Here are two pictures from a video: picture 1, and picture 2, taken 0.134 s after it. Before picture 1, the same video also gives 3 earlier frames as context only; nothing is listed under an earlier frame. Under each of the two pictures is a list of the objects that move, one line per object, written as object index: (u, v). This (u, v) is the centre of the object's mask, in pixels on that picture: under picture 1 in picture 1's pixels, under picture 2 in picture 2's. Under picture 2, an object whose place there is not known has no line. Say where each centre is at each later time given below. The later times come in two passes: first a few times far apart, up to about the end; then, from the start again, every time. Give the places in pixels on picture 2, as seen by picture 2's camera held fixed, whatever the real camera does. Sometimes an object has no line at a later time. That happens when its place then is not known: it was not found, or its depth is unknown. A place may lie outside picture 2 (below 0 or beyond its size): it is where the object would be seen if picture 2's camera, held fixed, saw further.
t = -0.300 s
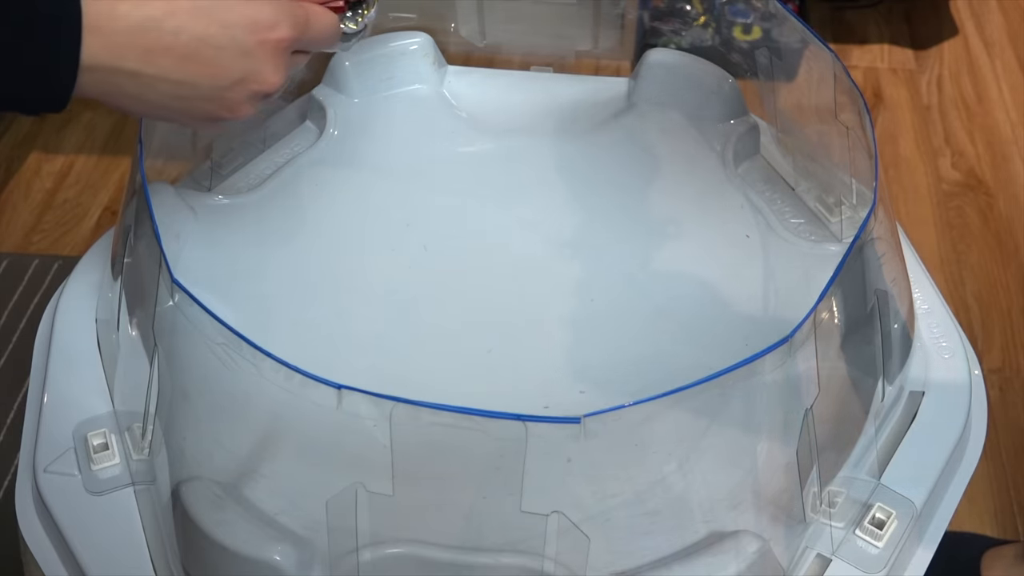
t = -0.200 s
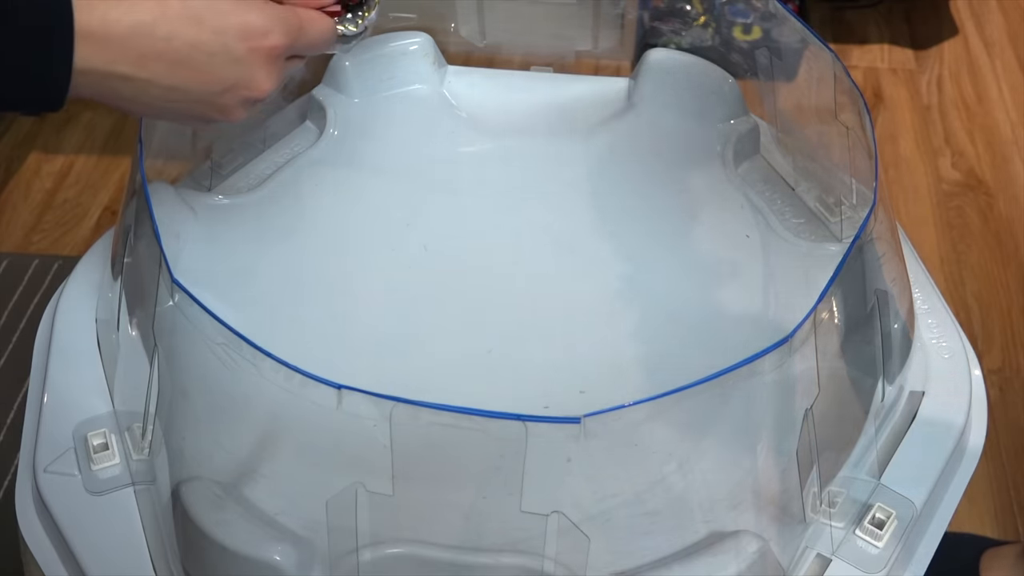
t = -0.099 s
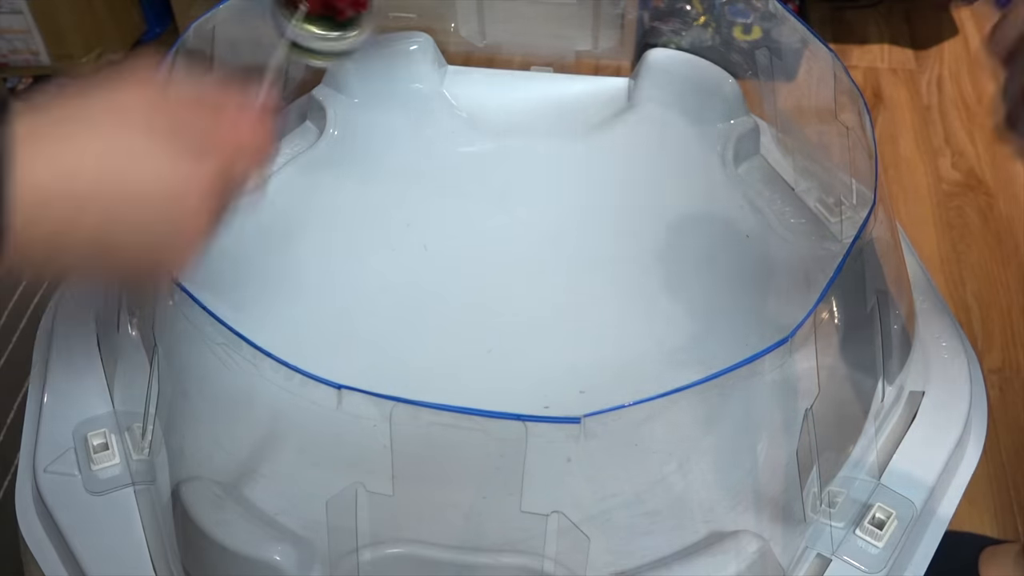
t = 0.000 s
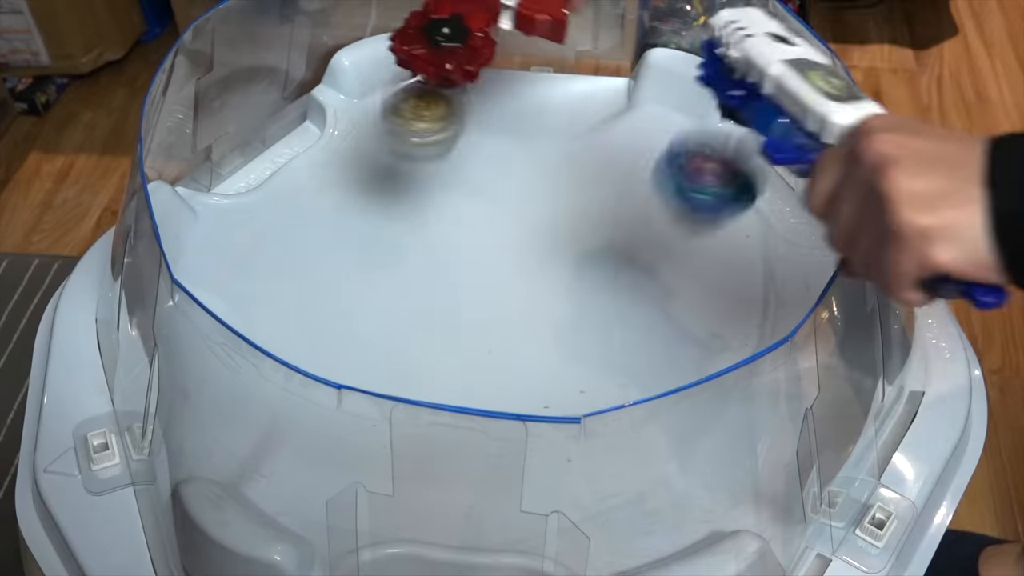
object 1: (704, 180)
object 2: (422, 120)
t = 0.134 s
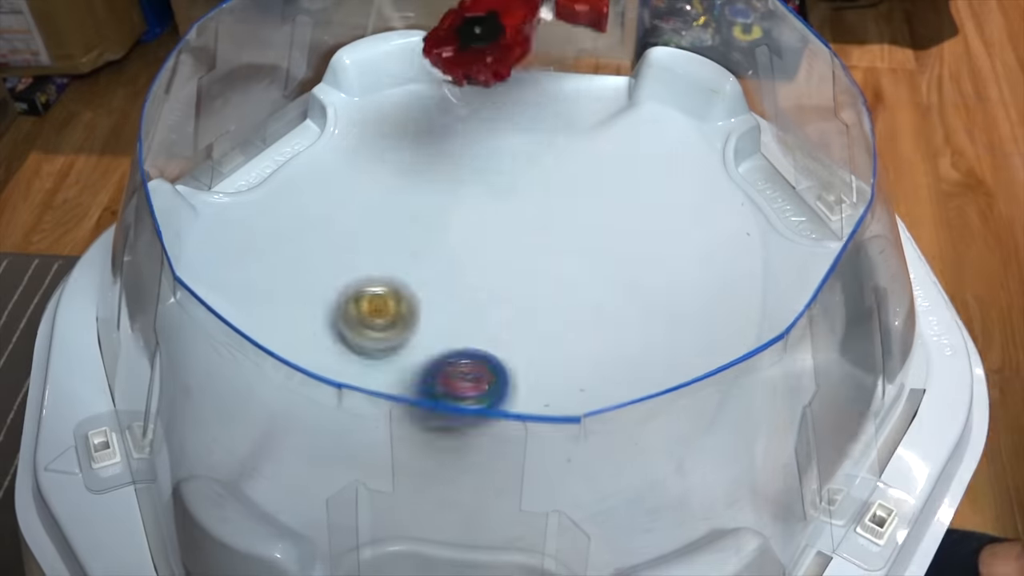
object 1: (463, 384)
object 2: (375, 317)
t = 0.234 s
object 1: (303, 425)
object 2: (450, 249)
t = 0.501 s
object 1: (629, 335)
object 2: (584, 104)
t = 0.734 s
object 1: (635, 185)
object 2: (525, 229)
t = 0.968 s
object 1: (394, 261)
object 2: (480, 356)
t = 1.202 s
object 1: (354, 399)
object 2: (526, 354)
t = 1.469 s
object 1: (521, 446)
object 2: (559, 266)
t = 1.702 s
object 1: (601, 344)
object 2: (482, 264)
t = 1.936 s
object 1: (527, 216)
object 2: (475, 334)
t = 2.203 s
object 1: (404, 217)
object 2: (564, 320)
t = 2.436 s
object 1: (415, 312)
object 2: (532, 265)
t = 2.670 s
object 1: (555, 330)
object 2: (463, 286)
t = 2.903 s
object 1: (614, 259)
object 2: (499, 337)
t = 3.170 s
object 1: (537, 216)
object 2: (592, 284)
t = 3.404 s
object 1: (409, 106)
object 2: (634, 356)
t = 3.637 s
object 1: (377, 174)
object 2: (615, 337)
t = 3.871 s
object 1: (428, 306)
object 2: (518, 308)
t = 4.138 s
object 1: (389, 362)
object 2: (521, 356)
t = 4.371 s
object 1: (441, 375)
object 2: (575, 365)
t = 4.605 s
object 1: (502, 343)
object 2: (550, 258)
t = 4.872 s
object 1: (515, 265)
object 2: (363, 236)
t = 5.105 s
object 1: (495, 223)
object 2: (297, 355)
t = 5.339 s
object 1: (481, 226)
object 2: (510, 438)
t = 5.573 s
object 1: (500, 270)
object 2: (701, 250)
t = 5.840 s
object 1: (554, 314)
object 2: (568, 73)
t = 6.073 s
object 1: (591, 325)
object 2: (407, 203)
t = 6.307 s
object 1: (582, 322)
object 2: (374, 440)
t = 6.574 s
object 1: (526, 318)
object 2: (582, 482)
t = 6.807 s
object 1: (473, 317)
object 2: (582, 320)
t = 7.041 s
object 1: (446, 313)
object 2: (458, 141)
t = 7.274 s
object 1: (454, 304)
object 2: (314, 106)
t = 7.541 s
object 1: (493, 285)
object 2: (231, 157)
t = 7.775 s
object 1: (527, 267)
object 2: (287, 122)
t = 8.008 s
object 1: (547, 259)
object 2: (293, 119)
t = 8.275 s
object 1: (551, 278)
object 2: (233, 159)
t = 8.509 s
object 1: (542, 305)
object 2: (222, 165)
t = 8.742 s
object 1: (526, 329)
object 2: (241, 163)
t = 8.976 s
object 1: (507, 338)
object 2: (239, 164)
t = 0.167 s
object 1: (407, 382)
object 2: (381, 329)
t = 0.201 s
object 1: (356, 396)
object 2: (416, 299)
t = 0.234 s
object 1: (303, 425)
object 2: (450, 249)
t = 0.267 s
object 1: (330, 403)
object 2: (484, 200)
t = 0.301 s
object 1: (384, 375)
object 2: (517, 156)
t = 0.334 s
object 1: (438, 357)
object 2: (549, 117)
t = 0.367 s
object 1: (489, 356)
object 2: (578, 85)
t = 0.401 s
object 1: (537, 366)
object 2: (601, 70)
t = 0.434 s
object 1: (579, 381)
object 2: (597, 78)
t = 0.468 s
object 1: (608, 371)
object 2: (590, 95)
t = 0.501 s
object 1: (629, 335)
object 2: (584, 104)
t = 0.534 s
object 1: (648, 310)
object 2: (579, 114)
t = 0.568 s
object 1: (662, 292)
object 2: (570, 129)
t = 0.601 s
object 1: (664, 262)
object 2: (561, 144)
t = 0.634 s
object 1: (666, 241)
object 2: (553, 163)
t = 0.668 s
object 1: (659, 219)
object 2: (544, 183)
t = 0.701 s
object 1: (650, 200)
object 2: (535, 205)
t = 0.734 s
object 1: (635, 185)
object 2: (525, 229)
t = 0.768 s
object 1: (614, 173)
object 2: (516, 254)
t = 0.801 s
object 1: (573, 178)
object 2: (508, 275)
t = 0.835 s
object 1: (529, 195)
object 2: (500, 296)
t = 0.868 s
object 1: (489, 214)
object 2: (491, 316)
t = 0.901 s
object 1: (455, 227)
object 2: (486, 331)
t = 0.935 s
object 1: (421, 245)
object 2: (481, 345)
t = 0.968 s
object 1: (394, 261)
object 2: (480, 356)
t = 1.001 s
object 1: (371, 281)
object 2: (481, 363)
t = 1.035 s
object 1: (354, 300)
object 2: (484, 367)
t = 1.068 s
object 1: (343, 320)
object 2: (491, 369)
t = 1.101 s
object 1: (338, 341)
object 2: (497, 369)
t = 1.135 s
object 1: (337, 363)
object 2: (507, 367)
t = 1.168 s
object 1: (342, 382)
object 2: (516, 361)
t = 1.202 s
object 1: (354, 399)
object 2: (526, 354)
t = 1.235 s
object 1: (367, 416)
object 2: (536, 345)
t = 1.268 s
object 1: (384, 429)
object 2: (547, 334)
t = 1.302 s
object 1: (404, 441)
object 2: (555, 322)
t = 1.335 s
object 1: (427, 448)
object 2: (562, 310)
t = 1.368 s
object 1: (451, 452)
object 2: (566, 298)
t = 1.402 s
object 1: (475, 454)
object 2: (566, 285)
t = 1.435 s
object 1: (498, 453)
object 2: (564, 275)
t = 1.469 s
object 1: (521, 446)
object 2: (559, 266)
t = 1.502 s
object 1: (540, 438)
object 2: (551, 258)
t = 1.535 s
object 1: (557, 427)
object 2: (541, 253)
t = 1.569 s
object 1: (574, 413)
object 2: (529, 251)
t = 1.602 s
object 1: (587, 396)
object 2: (517, 250)
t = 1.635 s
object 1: (592, 380)
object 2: (504, 253)
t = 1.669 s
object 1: (598, 364)
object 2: (492, 258)
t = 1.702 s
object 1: (601, 344)
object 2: (482, 264)
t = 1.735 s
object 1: (599, 324)
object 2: (473, 273)
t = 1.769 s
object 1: (593, 304)
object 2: (465, 283)
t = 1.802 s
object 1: (584, 283)
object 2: (462, 294)
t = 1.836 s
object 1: (574, 264)
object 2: (460, 305)
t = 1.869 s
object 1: (560, 246)
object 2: (462, 316)
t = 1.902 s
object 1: (544, 230)
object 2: (467, 326)
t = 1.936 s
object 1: (527, 216)
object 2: (475, 334)
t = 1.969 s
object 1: (510, 206)
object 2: (484, 341)
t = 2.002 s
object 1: (492, 199)
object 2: (498, 344)
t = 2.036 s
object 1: (474, 195)
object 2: (511, 346)
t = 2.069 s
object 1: (457, 194)
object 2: (524, 346)
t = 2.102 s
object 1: (441, 196)
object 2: (537, 342)
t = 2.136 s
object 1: (427, 201)
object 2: (548, 337)
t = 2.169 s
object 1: (414, 208)
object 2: (558, 329)
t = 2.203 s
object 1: (404, 217)
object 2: (564, 320)
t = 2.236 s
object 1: (396, 229)
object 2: (569, 311)
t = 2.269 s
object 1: (391, 243)
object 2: (568, 301)
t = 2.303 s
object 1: (389, 257)
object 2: (565, 292)
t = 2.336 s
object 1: (389, 272)
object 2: (560, 283)
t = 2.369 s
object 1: (394, 286)
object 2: (552, 275)
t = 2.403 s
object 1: (403, 300)
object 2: (543, 269)
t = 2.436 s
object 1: (415, 312)
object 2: (532, 265)
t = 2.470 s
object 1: (430, 323)
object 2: (521, 262)
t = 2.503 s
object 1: (448, 331)
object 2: (509, 262)
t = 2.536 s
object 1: (469, 336)
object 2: (497, 263)
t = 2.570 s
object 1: (490, 339)
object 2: (486, 266)
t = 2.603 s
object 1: (512, 338)
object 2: (477, 271)
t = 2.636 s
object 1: (534, 336)
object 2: (469, 278)
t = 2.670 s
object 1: (555, 330)
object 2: (463, 286)
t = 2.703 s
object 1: (573, 323)
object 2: (460, 295)
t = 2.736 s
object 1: (589, 313)
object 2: (460, 305)
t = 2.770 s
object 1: (601, 303)
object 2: (463, 314)
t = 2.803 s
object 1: (609, 292)
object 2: (469, 322)
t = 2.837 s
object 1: (614, 281)
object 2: (477, 329)
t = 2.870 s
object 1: (616, 269)
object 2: (487, 334)
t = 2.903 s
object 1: (614, 259)
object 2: (499, 337)
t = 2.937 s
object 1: (609, 250)
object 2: (513, 338)
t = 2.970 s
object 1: (603, 242)
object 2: (529, 337)
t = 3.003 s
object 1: (594, 235)
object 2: (545, 333)
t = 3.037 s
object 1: (584, 230)
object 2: (560, 325)
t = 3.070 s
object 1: (573, 227)
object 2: (573, 316)
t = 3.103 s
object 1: (563, 225)
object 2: (582, 303)
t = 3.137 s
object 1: (552, 223)
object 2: (587, 288)
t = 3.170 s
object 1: (537, 216)
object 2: (592, 284)
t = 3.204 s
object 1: (512, 182)
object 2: (604, 303)
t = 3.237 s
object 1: (488, 158)
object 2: (614, 318)
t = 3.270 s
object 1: (468, 136)
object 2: (622, 330)
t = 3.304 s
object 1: (449, 121)
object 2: (628, 340)
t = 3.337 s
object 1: (433, 111)
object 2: (631, 347)
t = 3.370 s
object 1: (420, 107)
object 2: (633, 353)
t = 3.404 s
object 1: (409, 106)
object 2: (634, 356)
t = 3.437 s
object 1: (399, 111)
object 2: (634, 357)
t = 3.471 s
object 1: (392, 117)
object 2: (632, 357)
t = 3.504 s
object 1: (386, 125)
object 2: (632, 356)
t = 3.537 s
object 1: (381, 135)
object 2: (629, 353)
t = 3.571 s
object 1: (378, 147)
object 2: (625, 349)
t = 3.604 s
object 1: (377, 160)
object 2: (621, 343)
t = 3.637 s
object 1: (377, 174)
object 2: (615, 337)
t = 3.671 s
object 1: (379, 191)
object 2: (609, 330)
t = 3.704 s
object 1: (382, 208)
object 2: (601, 324)
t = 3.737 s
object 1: (387, 227)
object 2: (590, 318)
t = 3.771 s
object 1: (394, 247)
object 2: (576, 314)
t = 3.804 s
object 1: (403, 267)
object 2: (557, 311)
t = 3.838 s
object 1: (414, 287)
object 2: (539, 309)
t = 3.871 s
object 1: (428, 306)
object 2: (518, 308)
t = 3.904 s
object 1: (414, 309)
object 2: (520, 311)
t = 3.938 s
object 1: (395, 317)
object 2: (527, 317)
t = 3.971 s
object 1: (380, 326)
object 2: (532, 325)
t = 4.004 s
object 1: (374, 331)
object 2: (533, 330)
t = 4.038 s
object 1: (372, 340)
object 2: (533, 336)
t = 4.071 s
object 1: (375, 348)
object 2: (530, 343)
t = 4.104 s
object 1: (381, 355)
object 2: (525, 349)
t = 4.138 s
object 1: (389, 362)
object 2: (521, 356)
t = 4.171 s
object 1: (400, 367)
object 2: (518, 362)
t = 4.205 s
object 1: (412, 371)
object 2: (516, 367)
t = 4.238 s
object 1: (425, 373)
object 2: (516, 371)
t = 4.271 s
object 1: (426, 375)
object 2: (528, 374)
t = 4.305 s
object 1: (429, 374)
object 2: (544, 374)
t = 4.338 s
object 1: (434, 376)
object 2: (560, 372)
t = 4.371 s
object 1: (441, 375)
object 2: (575, 365)
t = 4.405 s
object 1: (450, 375)
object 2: (587, 354)
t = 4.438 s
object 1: (458, 373)
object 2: (595, 341)
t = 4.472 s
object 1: (468, 370)
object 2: (597, 325)
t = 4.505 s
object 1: (477, 365)
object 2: (593, 307)
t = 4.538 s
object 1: (486, 359)
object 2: (583, 291)
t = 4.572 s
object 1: (494, 351)
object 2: (569, 274)
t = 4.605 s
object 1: (502, 343)
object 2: (550, 258)
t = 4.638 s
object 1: (507, 334)
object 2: (529, 246)
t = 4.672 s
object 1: (512, 324)
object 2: (505, 235)
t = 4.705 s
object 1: (515, 314)
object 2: (479, 227)
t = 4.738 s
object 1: (517, 304)
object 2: (454, 222)
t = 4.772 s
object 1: (517, 294)
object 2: (429, 219)
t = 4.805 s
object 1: (518, 284)
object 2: (406, 221)
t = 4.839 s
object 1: (517, 274)
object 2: (384, 226)
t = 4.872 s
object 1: (515, 265)
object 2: (363, 236)
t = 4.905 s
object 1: (513, 257)
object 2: (345, 247)
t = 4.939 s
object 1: (510, 249)
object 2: (329, 261)
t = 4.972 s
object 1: (507, 242)
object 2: (315, 276)
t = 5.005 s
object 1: (505, 236)
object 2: (305, 294)
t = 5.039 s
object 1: (501, 231)
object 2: (297, 313)
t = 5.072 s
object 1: (498, 226)
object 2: (297, 328)
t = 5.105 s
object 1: (495, 223)
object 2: (297, 355)
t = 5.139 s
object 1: (492, 220)
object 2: (308, 376)
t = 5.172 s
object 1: (489, 218)
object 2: (325, 396)
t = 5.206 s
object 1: (487, 218)
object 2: (351, 415)
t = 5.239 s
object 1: (484, 219)
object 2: (384, 430)
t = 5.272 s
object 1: (483, 221)
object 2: (423, 439)
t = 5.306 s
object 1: (481, 224)
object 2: (466, 442)
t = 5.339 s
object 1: (481, 226)
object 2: (510, 438)
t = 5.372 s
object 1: (481, 232)
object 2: (555, 426)
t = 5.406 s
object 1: (482, 237)
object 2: (596, 407)
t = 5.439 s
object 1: (484, 244)
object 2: (632, 382)
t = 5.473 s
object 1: (487, 250)
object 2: (662, 353)
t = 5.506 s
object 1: (491, 257)
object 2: (682, 320)
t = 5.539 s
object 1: (494, 263)
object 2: (694, 285)
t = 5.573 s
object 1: (500, 270)
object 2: (701, 250)
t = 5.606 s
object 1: (505, 276)
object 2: (699, 215)
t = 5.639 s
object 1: (511, 283)
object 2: (688, 183)
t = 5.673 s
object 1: (518, 290)
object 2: (676, 152)
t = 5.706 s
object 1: (525, 295)
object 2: (658, 126)
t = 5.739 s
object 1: (532, 301)
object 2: (637, 102)
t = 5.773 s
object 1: (540, 305)
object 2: (615, 80)
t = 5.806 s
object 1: (547, 310)
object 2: (590, 70)
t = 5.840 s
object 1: (554, 314)
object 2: (568, 73)
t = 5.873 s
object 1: (561, 316)
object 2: (546, 87)
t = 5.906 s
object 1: (567, 319)
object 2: (524, 101)
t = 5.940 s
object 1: (574, 321)
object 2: (505, 113)
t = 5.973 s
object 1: (579, 323)
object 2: (482, 133)
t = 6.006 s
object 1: (584, 324)
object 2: (459, 153)
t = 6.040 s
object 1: (588, 324)
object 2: (434, 177)
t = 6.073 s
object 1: (591, 325)
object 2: (407, 203)
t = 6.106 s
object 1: (593, 325)
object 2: (383, 230)
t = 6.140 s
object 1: (594, 325)
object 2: (361, 262)
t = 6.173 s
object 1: (593, 325)
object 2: (346, 297)
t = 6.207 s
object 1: (592, 324)
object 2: (340, 332)
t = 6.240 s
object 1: (590, 323)
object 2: (343, 370)
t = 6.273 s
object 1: (586, 323)
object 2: (353, 405)
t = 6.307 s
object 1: (582, 322)
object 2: (374, 440)
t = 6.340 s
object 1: (577, 321)
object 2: (402, 471)
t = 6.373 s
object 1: (571, 321)
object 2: (441, 500)
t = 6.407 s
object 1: (564, 320)
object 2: (483, 514)
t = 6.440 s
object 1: (558, 320)
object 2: (530, 528)
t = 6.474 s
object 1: (550, 319)
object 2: (571, 534)
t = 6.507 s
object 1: (542, 319)
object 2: (584, 526)
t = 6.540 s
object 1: (534, 318)
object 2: (585, 495)
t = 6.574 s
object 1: (526, 318)
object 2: (582, 482)
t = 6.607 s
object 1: (518, 317)
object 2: (576, 478)
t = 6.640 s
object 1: (509, 318)
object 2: (577, 455)
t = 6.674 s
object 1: (501, 316)
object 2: (577, 427)
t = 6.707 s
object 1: (492, 317)
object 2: (580, 408)
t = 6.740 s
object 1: (486, 316)
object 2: (582, 378)
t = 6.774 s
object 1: (479, 316)
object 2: (584, 352)
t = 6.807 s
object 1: (473, 317)
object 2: (582, 320)
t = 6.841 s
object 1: (467, 316)
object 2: (573, 289)
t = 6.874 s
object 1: (462, 316)
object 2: (560, 257)
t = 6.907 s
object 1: (457, 316)
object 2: (544, 227)
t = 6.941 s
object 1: (453, 315)
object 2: (525, 200)
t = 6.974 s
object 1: (450, 314)
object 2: (505, 175)
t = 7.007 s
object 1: (447, 314)
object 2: (482, 155)
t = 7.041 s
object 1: (446, 313)
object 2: (458, 141)
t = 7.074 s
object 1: (444, 312)
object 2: (436, 129)
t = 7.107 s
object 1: (445, 311)
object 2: (412, 119)
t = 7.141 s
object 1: (445, 310)
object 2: (390, 111)
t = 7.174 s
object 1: (446, 309)
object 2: (366, 106)
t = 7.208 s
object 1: (448, 307)
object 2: (343, 102)
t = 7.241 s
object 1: (451, 306)
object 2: (329, 99)
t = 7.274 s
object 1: (454, 304)
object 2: (314, 106)
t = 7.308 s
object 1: (458, 303)
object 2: (297, 114)
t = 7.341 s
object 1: (462, 300)
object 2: (287, 121)
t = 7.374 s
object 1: (468, 299)
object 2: (278, 128)
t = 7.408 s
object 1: (472, 295)
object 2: (274, 139)
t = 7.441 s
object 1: (478, 293)
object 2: (264, 146)
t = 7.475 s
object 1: (482, 291)
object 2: (255, 155)
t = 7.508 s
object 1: (488, 288)
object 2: (243, 157)
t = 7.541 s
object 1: (493, 285)
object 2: (231, 157)
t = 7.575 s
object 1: (499, 283)
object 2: (228, 157)
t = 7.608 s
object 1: (503, 279)
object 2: (238, 159)
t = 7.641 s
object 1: (509, 277)
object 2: (249, 156)
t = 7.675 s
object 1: (513, 274)
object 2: (260, 148)
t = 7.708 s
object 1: (518, 272)
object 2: (270, 140)
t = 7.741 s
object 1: (522, 269)
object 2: (277, 132)
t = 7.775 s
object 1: (527, 267)
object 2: (287, 122)
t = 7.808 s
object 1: (531, 265)
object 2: (296, 117)
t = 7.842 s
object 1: (535, 263)
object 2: (306, 108)
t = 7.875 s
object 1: (538, 262)
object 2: (315, 101)
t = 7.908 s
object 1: (541, 261)
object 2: (314, 99)
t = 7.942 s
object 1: (543, 260)
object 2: (311, 104)
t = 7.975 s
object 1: (546, 259)
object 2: (304, 112)
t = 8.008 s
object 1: (547, 259)
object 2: (293, 119)
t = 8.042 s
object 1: (549, 261)
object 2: (284, 123)
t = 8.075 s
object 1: (550, 262)
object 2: (276, 129)
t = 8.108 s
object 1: (551, 264)
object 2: (271, 133)
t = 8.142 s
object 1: (551, 266)
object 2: (263, 142)
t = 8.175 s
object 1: (552, 268)
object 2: (253, 147)
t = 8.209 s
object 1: (552, 271)
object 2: (248, 152)
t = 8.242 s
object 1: (551, 274)
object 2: (239, 157)
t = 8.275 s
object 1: (551, 278)
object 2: (233, 159)
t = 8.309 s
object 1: (550, 281)
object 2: (238, 158)
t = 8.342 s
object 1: (549, 286)
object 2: (240, 157)
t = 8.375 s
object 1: (548, 289)
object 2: (239, 157)
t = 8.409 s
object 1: (547, 294)
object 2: (240, 158)
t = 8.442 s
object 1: (545, 297)
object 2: (238, 164)
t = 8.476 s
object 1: (544, 301)
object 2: (231, 169)
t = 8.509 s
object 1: (542, 305)
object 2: (222, 165)
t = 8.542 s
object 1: (541, 309)
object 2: (227, 163)
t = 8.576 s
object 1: (537, 313)
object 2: (228, 166)
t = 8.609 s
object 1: (536, 316)
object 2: (232, 161)
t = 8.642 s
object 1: (533, 320)
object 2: (236, 162)
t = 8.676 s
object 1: (531, 323)
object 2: (238, 163)
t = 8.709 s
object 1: (528, 326)
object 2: (239, 161)
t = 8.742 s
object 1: (526, 329)
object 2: (241, 163)
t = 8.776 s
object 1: (523, 331)
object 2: (240, 163)
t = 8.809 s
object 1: (521, 333)
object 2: (239, 164)
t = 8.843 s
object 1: (518, 335)
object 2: (238, 164)
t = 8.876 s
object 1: (515, 336)
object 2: (236, 164)
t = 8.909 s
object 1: (513, 336)
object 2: (238, 164)
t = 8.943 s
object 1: (509, 338)
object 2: (238, 164)
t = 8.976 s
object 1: (507, 338)
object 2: (239, 164)
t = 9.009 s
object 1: (505, 338)
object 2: (240, 164)
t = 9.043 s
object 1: (502, 337)
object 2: (241, 163)
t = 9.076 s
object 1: (500, 336)
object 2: (242, 162)
